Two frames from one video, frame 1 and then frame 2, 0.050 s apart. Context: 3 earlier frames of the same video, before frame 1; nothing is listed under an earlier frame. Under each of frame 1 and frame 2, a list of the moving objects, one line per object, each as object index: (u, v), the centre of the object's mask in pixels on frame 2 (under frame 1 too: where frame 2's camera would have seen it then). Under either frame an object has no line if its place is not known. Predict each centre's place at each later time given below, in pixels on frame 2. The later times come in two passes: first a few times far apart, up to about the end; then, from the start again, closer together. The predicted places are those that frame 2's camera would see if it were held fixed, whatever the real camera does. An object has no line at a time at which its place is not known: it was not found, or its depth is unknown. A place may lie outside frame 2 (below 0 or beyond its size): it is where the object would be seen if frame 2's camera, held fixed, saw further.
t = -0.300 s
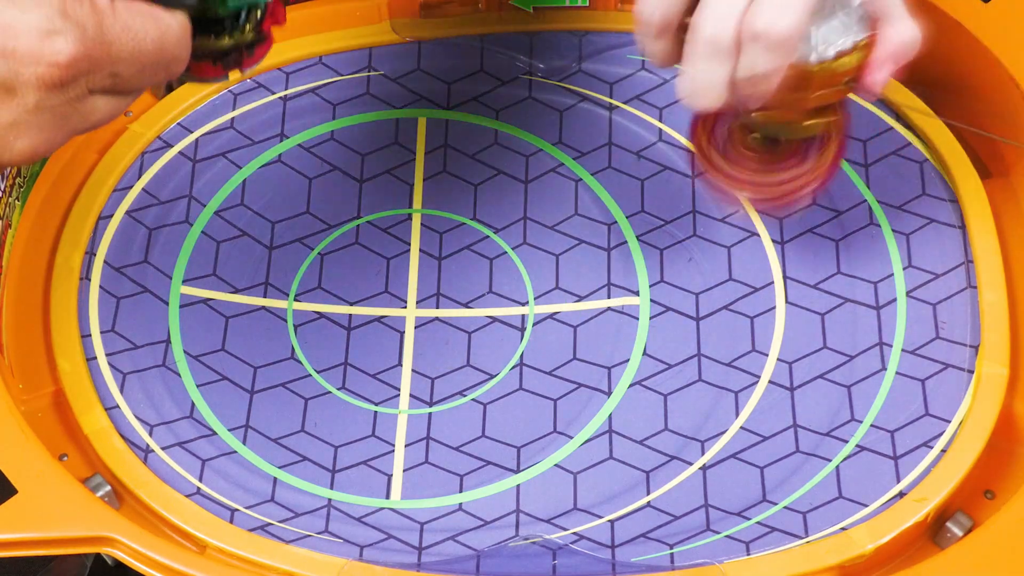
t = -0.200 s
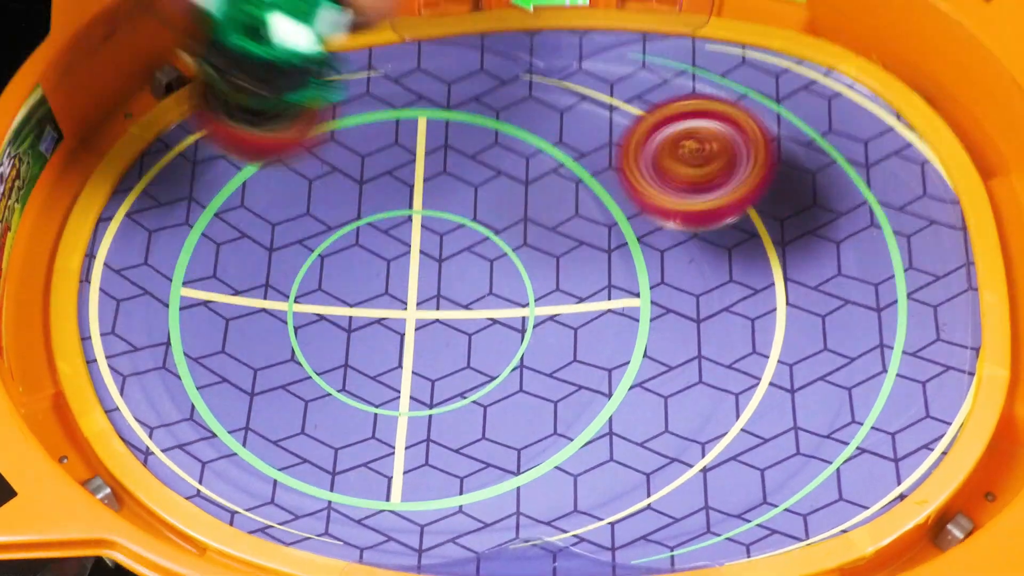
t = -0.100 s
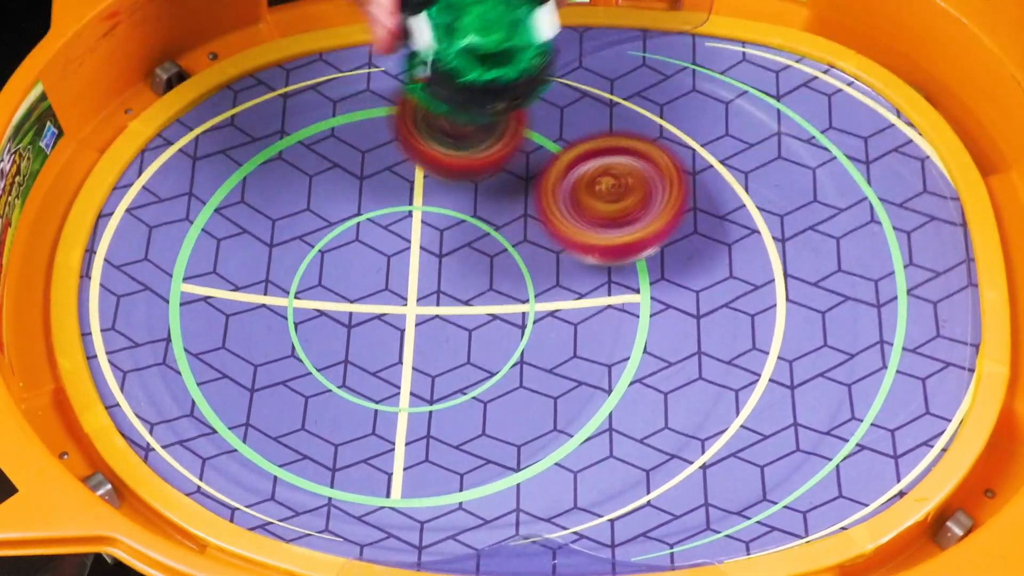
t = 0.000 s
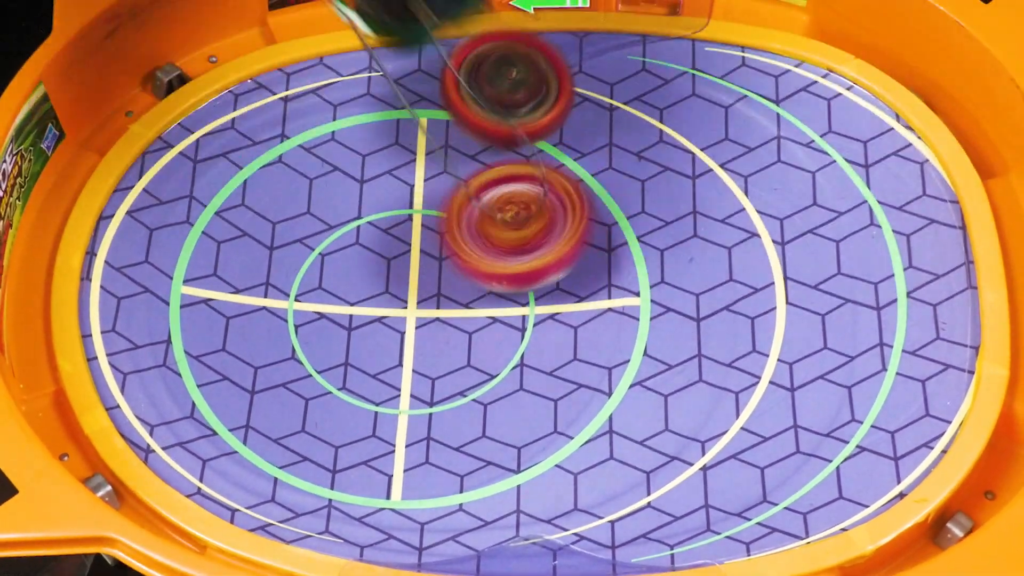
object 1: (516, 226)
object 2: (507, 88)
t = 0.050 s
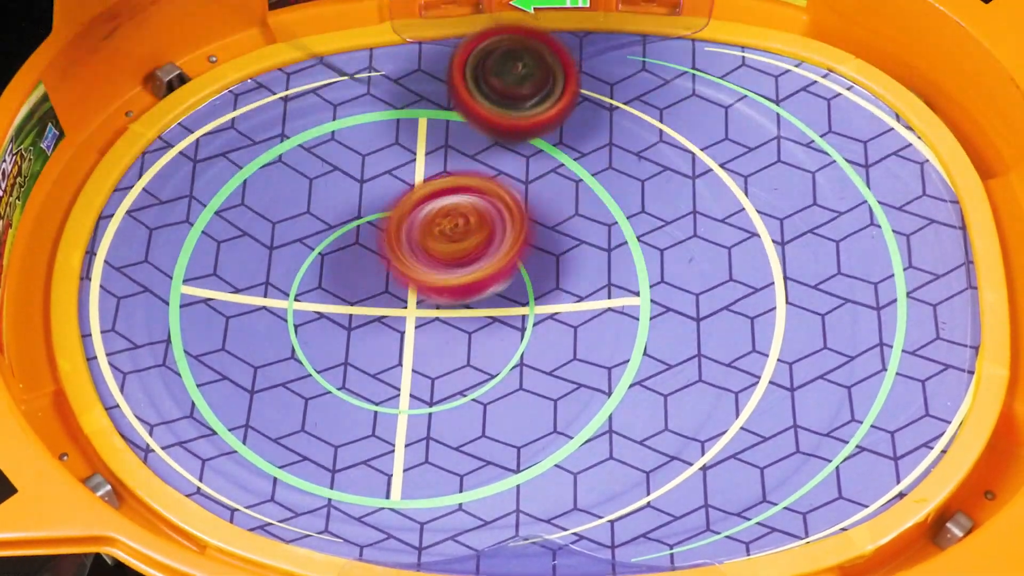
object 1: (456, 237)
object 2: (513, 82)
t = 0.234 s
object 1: (267, 334)
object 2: (481, 43)
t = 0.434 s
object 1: (314, 466)
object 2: (366, 52)
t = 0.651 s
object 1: (541, 464)
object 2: (306, 150)
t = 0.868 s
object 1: (615, 327)
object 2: (389, 275)
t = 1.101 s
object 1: (592, 190)
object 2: (403, 215)
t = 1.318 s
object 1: (356, 92)
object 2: (387, 278)
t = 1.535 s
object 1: (142, 269)
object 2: (473, 269)
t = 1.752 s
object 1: (294, 488)
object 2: (411, 191)
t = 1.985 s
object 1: (630, 389)
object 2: (330, 296)
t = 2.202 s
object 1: (692, 215)
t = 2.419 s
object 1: (584, 60)
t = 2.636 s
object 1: (299, 93)
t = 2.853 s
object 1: (185, 314)
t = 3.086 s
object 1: (406, 428)
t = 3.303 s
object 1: (553, 277)
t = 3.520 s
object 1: (450, 141)
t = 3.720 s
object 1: (325, 168)
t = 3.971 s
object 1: (352, 247)
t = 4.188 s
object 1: (413, 211)
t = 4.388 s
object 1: (366, 180)
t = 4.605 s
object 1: (334, 187)
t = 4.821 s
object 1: (321, 176)
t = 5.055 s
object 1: (343, 214)
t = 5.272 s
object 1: (344, 202)
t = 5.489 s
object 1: (353, 197)
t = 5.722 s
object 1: (366, 195)
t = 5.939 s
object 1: (384, 190)
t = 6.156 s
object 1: (409, 197)
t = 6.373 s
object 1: (433, 206)
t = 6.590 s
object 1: (455, 211)
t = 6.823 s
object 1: (462, 227)
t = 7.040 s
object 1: (476, 241)
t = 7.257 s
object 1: (485, 251)
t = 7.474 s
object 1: (477, 269)
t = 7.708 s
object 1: (478, 293)
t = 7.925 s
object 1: (455, 311)
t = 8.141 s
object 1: (423, 326)
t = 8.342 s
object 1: (392, 332)
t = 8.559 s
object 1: (360, 330)
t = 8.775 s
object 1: (337, 317)
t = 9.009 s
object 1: (321, 297)
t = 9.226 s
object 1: (306, 274)
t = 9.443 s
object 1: (304, 251)
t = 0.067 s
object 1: (435, 242)
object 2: (516, 76)
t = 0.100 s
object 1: (394, 254)
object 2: (518, 64)
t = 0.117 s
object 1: (374, 262)
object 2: (518, 58)
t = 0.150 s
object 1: (336, 279)
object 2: (513, 51)
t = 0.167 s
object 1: (319, 289)
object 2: (509, 48)
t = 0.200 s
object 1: (289, 311)
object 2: (498, 44)
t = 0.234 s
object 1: (267, 334)
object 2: (481, 43)
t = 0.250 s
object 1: (258, 346)
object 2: (473, 43)
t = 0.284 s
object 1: (249, 369)
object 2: (453, 43)
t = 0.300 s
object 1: (247, 380)
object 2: (442, 44)
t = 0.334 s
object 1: (251, 403)
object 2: (420, 45)
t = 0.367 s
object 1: (263, 426)
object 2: (398, 48)
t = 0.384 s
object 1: (274, 436)
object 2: (388, 49)
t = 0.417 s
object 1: (300, 455)
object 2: (372, 51)
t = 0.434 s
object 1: (314, 466)
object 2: (366, 52)
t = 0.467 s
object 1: (346, 481)
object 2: (356, 57)
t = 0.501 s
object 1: (382, 491)
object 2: (344, 68)
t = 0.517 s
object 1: (399, 495)
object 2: (339, 74)
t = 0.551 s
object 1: (435, 498)
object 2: (333, 87)
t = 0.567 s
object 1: (454, 498)
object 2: (328, 95)
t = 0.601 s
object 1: (490, 490)
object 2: (318, 115)
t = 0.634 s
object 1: (524, 474)
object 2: (309, 137)
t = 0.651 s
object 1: (541, 464)
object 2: (306, 150)
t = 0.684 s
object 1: (569, 441)
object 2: (303, 176)
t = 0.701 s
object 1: (580, 429)
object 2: (305, 189)
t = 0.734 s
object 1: (598, 407)
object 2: (312, 213)
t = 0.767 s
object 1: (609, 386)
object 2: (326, 235)
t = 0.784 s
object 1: (612, 376)
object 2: (335, 245)
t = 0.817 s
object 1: (616, 356)
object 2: (354, 261)
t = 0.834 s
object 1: (617, 346)
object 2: (366, 267)
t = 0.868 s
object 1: (615, 327)
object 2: (389, 275)
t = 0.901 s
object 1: (607, 309)
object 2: (414, 278)
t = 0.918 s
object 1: (600, 298)
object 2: (427, 279)
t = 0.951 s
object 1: (590, 278)
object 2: (443, 274)
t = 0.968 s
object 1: (601, 269)
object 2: (434, 267)
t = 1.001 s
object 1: (613, 250)
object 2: (419, 251)
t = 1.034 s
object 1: (615, 231)
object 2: (410, 237)
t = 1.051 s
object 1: (612, 220)
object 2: (406, 229)
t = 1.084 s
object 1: (601, 200)
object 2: (403, 219)
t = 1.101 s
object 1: (592, 190)
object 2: (403, 215)
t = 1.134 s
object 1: (568, 170)
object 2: (401, 214)
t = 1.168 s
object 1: (538, 151)
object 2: (396, 217)
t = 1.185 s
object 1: (520, 142)
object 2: (394, 221)
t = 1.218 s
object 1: (481, 123)
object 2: (388, 233)
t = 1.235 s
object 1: (461, 113)
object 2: (385, 240)
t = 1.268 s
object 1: (421, 100)
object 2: (381, 256)
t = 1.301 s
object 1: (377, 92)
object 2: (384, 271)
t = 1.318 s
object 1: (356, 92)
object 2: (387, 278)
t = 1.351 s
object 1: (310, 98)
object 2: (398, 288)
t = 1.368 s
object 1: (289, 104)
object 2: (405, 293)
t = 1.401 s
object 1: (248, 123)
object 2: (421, 298)
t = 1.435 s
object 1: (210, 150)
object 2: (437, 297)
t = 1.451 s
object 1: (194, 166)
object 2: (444, 295)
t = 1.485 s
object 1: (166, 202)
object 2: (457, 287)
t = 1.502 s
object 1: (155, 223)
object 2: (463, 282)
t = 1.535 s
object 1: (142, 269)
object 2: (473, 269)
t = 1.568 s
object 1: (137, 315)
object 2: (478, 254)
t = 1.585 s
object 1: (138, 337)
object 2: (479, 246)
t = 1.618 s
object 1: (148, 378)
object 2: (477, 229)
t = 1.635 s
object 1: (155, 397)
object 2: (474, 221)
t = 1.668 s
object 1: (181, 433)
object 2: (463, 208)
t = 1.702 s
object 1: (217, 461)
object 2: (445, 197)
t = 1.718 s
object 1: (242, 472)
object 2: (434, 194)
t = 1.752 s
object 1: (294, 488)
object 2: (411, 191)
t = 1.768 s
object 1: (321, 492)
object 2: (399, 193)
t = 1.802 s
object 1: (386, 494)
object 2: (374, 201)
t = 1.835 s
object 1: (444, 489)
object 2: (353, 214)
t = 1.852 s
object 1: (473, 481)
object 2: (345, 222)
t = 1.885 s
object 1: (524, 464)
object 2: (331, 239)
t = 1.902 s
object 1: (547, 454)
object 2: (327, 247)
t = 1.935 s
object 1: (585, 430)
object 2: (324, 266)
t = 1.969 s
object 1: (617, 402)
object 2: (326, 287)
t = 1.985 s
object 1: (630, 389)
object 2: (330, 296)
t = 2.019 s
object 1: (652, 362)
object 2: (341, 314)
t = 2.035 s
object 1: (661, 347)
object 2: (347, 323)
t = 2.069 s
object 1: (675, 321)
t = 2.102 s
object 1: (685, 294)
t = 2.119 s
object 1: (689, 281)
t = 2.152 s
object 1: (693, 255)
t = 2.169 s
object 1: (693, 242)
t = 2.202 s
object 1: (692, 215)
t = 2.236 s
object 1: (687, 188)
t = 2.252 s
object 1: (683, 175)
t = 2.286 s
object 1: (674, 150)
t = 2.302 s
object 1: (667, 138)
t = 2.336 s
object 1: (651, 114)
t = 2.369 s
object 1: (629, 89)
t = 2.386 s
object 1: (617, 79)
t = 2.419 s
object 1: (584, 60)
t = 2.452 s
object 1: (546, 48)
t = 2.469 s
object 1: (522, 50)
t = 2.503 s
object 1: (474, 55)
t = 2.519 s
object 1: (450, 58)
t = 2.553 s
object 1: (405, 62)
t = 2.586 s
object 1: (363, 69)
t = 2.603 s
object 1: (341, 76)
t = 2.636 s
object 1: (299, 93)
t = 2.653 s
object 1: (278, 103)
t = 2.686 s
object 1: (242, 130)
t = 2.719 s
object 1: (214, 160)
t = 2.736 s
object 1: (203, 176)
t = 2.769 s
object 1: (187, 217)
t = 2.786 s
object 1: (183, 237)
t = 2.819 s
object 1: (180, 279)
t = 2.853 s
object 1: (185, 314)
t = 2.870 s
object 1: (191, 330)
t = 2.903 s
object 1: (212, 361)
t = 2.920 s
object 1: (225, 373)
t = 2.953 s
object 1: (258, 396)
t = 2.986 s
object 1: (296, 412)
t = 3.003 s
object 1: (317, 418)
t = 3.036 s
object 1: (350, 426)
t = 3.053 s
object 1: (368, 428)
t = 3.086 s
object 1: (406, 428)
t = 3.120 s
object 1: (441, 418)
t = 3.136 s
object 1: (458, 411)
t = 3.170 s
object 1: (489, 392)
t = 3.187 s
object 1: (502, 382)
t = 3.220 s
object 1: (525, 354)
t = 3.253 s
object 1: (542, 324)
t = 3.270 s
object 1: (547, 308)
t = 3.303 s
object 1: (553, 277)
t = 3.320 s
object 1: (553, 262)
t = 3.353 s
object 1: (548, 233)
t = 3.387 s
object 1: (537, 207)
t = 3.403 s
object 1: (529, 196)
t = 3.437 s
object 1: (511, 175)
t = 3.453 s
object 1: (500, 167)
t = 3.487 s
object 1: (477, 152)
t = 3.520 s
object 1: (450, 141)
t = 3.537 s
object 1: (436, 138)
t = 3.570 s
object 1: (410, 132)
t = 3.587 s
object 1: (401, 130)
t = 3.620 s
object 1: (381, 130)
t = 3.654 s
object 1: (360, 137)
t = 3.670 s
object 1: (349, 143)
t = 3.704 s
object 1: (332, 158)
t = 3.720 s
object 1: (325, 168)
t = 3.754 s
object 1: (316, 181)
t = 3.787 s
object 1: (313, 195)
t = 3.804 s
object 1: (313, 203)
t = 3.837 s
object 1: (312, 219)
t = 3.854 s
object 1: (314, 228)
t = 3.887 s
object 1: (322, 236)
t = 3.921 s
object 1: (333, 242)
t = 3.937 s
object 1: (339, 244)
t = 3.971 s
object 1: (352, 247)
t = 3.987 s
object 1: (359, 248)
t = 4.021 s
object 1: (371, 249)
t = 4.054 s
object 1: (383, 248)
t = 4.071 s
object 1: (388, 246)
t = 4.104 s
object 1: (398, 238)
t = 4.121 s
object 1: (402, 234)
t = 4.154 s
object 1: (409, 222)
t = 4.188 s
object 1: (413, 211)
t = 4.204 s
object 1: (413, 205)
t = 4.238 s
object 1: (410, 196)
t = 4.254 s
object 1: (407, 192)
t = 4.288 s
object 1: (397, 186)
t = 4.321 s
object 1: (387, 185)
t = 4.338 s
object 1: (382, 186)
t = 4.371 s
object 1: (371, 181)
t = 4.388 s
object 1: (366, 180)
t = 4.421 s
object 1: (358, 181)
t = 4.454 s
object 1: (353, 184)
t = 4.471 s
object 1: (351, 186)
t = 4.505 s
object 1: (345, 184)
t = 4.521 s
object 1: (342, 183)
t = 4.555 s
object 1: (336, 183)
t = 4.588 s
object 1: (334, 185)
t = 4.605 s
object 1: (334, 187)
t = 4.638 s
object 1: (334, 192)
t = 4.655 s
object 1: (335, 194)
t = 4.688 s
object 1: (332, 189)
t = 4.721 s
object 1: (324, 178)
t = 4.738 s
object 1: (321, 175)
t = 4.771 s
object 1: (319, 173)
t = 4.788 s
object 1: (320, 174)
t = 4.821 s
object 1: (321, 176)
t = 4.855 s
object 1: (323, 181)
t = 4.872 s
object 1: (324, 184)
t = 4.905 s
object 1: (327, 189)
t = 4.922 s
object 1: (329, 192)
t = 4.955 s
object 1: (333, 198)
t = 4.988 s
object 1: (337, 204)
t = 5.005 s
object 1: (338, 207)
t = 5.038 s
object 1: (341, 212)
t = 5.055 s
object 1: (343, 214)
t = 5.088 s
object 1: (343, 213)
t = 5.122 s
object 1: (343, 212)
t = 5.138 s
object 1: (343, 212)
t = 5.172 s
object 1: (341, 206)
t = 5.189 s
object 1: (341, 204)
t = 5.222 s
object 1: (341, 203)
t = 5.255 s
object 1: (343, 201)
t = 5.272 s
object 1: (344, 202)
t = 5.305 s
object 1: (346, 202)
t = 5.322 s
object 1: (348, 202)
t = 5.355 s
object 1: (350, 202)
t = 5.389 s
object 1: (349, 197)
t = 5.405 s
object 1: (350, 196)
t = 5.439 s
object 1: (350, 195)
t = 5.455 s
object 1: (351, 196)
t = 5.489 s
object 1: (353, 197)
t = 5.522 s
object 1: (355, 198)
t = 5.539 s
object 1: (356, 198)
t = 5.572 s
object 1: (357, 197)
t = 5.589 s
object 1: (358, 197)
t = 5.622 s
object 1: (360, 196)
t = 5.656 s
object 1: (361, 195)
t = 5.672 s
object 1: (362, 195)
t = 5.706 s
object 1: (364, 195)
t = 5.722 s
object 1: (366, 195)
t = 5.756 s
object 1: (368, 193)
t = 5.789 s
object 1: (371, 191)
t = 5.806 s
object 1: (372, 190)
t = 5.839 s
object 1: (375, 190)
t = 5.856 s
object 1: (376, 190)
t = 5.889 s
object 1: (380, 190)
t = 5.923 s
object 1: (383, 190)
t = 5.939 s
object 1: (384, 190)
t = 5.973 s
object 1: (388, 191)
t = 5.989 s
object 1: (390, 191)
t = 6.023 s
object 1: (394, 192)
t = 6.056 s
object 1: (398, 193)
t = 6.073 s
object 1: (400, 193)
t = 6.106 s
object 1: (404, 194)
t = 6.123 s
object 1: (406, 195)
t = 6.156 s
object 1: (409, 197)
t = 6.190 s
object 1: (413, 198)
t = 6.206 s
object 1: (415, 199)
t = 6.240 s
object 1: (419, 200)
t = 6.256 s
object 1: (420, 200)
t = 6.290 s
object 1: (424, 202)
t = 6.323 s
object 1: (428, 203)
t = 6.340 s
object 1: (429, 204)
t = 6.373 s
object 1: (433, 206)
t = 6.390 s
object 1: (434, 206)
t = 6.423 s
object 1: (437, 208)
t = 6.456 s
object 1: (440, 210)
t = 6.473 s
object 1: (442, 210)
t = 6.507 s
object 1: (447, 210)
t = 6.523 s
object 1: (449, 210)
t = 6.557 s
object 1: (453, 210)
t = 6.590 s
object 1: (455, 211)
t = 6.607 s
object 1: (457, 212)
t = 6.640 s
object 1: (458, 214)
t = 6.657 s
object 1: (459, 215)
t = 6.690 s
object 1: (460, 217)
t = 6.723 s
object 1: (461, 219)
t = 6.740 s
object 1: (461, 220)
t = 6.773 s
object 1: (462, 223)
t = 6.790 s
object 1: (462, 224)
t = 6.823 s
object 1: (462, 227)
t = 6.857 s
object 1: (463, 229)
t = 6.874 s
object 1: (464, 230)
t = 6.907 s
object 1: (466, 232)
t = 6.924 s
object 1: (466, 233)
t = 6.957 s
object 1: (466, 235)
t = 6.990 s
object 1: (466, 238)
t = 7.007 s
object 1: (469, 239)
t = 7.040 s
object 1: (476, 241)
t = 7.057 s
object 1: (479, 241)
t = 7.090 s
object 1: (482, 243)
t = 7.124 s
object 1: (484, 245)
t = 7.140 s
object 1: (485, 245)
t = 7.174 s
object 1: (485, 246)
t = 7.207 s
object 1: (485, 248)
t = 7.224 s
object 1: (485, 249)
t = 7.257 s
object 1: (485, 251)
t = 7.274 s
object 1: (484, 251)
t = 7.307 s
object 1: (483, 253)
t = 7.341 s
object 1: (481, 255)
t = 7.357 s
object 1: (480, 256)
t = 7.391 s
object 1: (477, 259)
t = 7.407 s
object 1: (476, 260)
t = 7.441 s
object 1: (473, 263)
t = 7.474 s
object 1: (477, 269)
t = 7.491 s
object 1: (480, 272)
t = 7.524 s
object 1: (481, 276)
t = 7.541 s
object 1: (482, 278)
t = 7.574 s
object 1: (482, 281)
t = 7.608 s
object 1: (482, 284)
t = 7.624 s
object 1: (481, 286)
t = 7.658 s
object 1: (480, 289)
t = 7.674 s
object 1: (480, 290)
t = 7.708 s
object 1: (478, 293)
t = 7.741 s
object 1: (475, 296)
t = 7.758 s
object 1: (474, 297)
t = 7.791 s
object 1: (471, 300)
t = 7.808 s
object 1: (469, 301)
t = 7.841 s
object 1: (465, 304)
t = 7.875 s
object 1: (462, 307)
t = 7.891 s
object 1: (459, 309)
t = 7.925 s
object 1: (455, 311)
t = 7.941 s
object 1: (453, 312)
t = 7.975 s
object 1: (448, 315)
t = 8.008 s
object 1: (444, 317)
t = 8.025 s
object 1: (442, 318)
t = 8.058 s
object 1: (437, 321)
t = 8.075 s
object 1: (434, 322)
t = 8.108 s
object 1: (429, 324)
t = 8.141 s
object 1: (423, 326)
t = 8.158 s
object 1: (420, 327)
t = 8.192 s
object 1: (415, 327)
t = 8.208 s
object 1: (412, 328)
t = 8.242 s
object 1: (407, 329)
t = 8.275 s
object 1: (402, 330)
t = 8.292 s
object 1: (399, 330)
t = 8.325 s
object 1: (394, 331)
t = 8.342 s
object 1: (392, 332)
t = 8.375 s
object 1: (386, 332)
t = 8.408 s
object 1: (381, 332)
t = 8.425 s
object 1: (379, 332)
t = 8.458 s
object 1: (374, 332)
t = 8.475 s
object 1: (372, 332)
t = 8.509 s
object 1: (367, 332)
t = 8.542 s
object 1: (362, 331)
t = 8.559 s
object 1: (360, 330)
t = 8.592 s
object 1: (357, 329)
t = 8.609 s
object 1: (354, 328)
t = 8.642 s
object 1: (350, 326)
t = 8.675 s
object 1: (347, 324)
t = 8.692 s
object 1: (346, 323)
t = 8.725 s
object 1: (342, 320)
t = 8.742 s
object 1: (341, 319)
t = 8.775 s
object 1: (337, 317)
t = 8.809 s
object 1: (334, 314)
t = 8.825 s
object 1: (332, 313)
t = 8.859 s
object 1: (330, 310)
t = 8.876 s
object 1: (330, 309)
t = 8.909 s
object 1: (328, 306)
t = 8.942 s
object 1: (326, 302)
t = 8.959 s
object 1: (325, 301)
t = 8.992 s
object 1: (322, 298)
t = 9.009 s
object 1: (321, 297)
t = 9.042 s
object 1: (319, 294)
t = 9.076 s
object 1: (317, 290)
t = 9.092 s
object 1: (317, 289)
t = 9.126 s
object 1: (316, 285)
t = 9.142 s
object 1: (313, 283)
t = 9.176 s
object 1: (309, 280)
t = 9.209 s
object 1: (307, 276)
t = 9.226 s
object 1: (306, 274)
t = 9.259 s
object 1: (305, 270)
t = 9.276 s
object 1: (304, 269)
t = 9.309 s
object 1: (303, 265)
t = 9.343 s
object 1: (303, 261)
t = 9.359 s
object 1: (302, 259)
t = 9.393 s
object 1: (303, 256)
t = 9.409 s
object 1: (303, 254)
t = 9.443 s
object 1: (304, 251)
